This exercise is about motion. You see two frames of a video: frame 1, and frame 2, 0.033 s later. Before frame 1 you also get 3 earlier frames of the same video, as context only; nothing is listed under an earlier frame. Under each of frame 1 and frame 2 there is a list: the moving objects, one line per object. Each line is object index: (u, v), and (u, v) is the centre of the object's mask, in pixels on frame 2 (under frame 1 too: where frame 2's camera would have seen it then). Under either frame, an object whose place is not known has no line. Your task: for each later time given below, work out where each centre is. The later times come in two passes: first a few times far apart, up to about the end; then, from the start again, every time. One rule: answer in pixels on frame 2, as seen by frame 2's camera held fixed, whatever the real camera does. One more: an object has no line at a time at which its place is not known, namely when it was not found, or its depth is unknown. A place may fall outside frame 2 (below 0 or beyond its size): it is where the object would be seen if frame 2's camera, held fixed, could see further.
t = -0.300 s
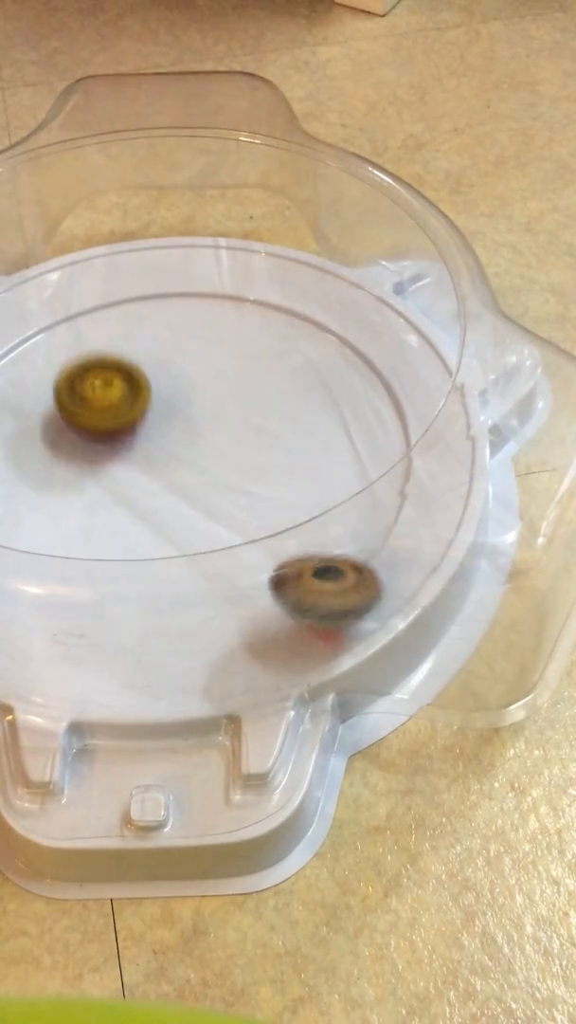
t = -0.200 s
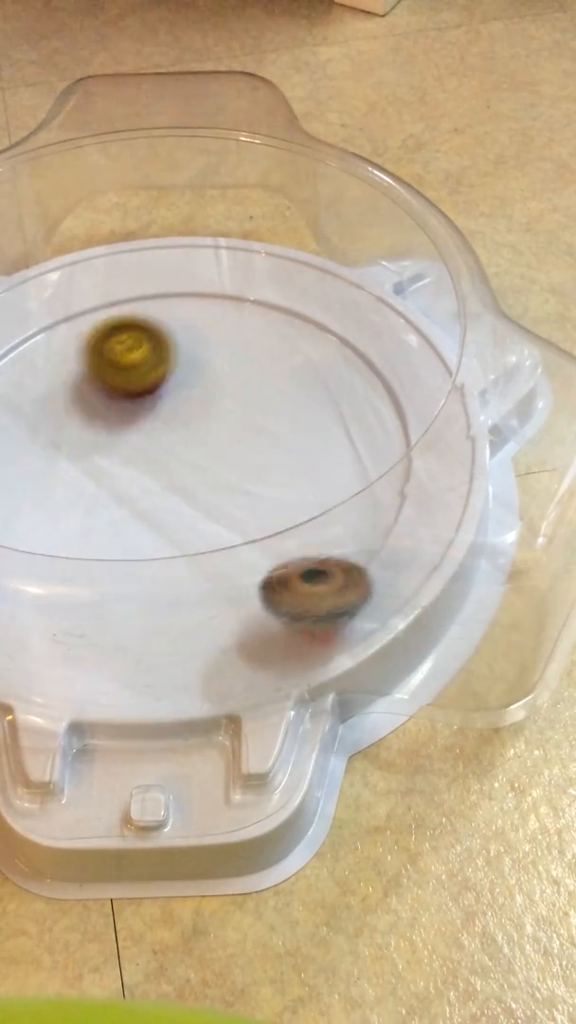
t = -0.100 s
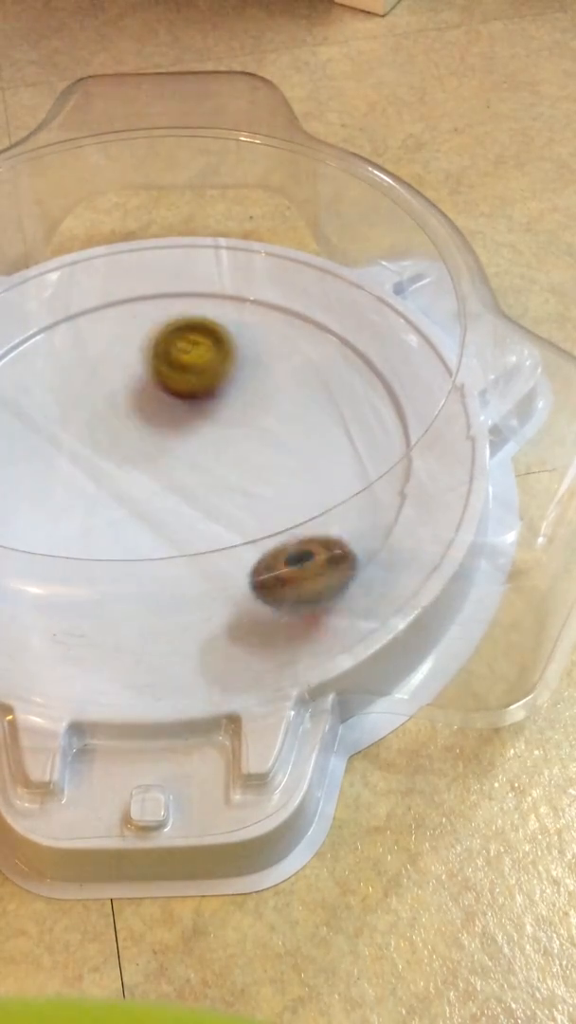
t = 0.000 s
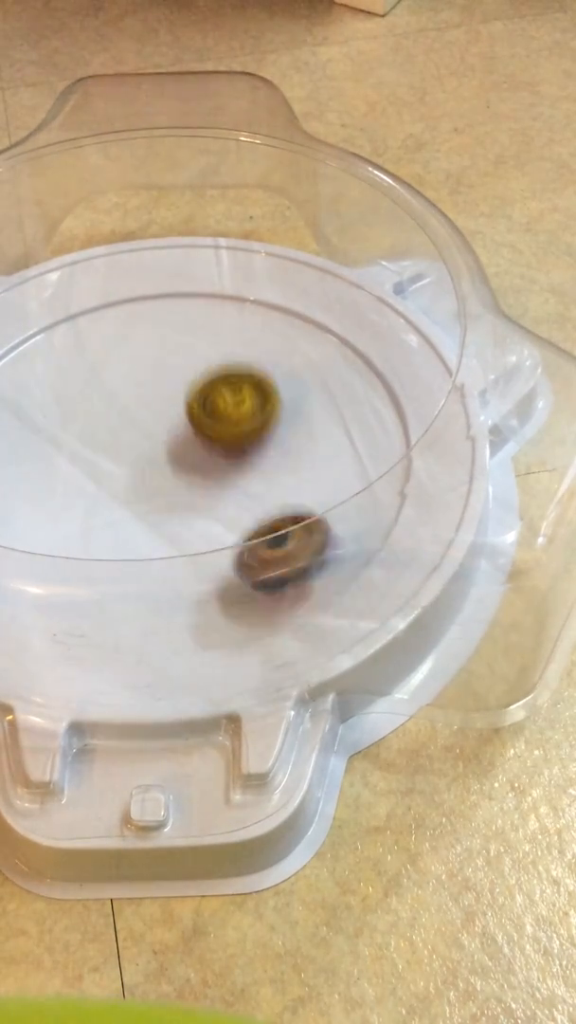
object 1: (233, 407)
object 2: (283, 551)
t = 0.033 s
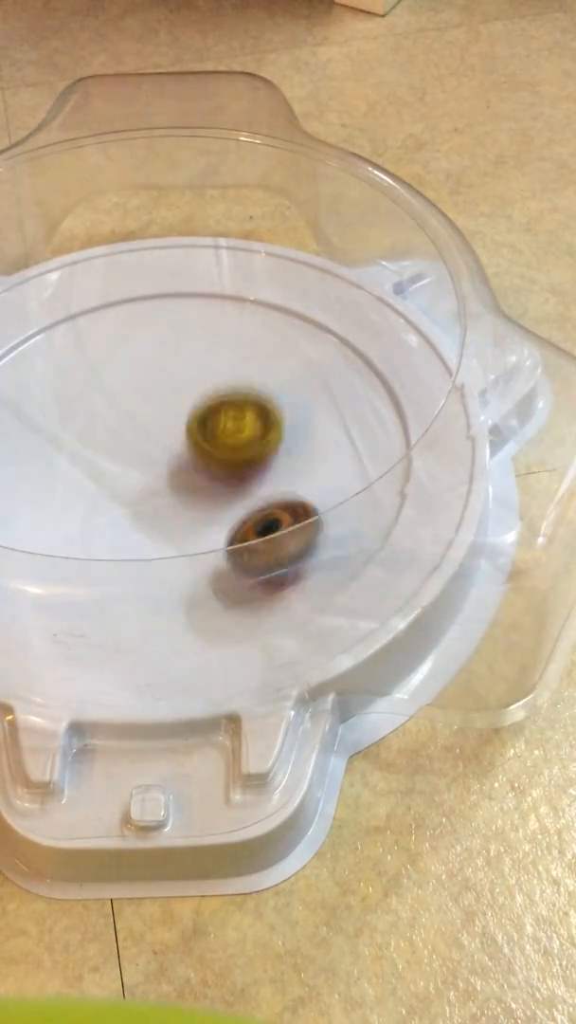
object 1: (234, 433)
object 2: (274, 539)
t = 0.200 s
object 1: (71, 421)
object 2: (326, 533)
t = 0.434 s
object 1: (69, 313)
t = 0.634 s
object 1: (178, 358)
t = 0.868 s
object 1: (132, 474)
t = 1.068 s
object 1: (69, 480)
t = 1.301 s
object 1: (165, 497)
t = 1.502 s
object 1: (183, 535)
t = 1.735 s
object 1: (169, 485)
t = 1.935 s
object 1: (253, 434)
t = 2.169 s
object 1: (302, 420)
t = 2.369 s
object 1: (279, 399)
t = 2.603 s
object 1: (255, 366)
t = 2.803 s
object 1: (199, 374)
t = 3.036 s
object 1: (126, 376)
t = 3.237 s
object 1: (109, 393)
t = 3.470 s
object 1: (94, 447)
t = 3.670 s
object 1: (101, 477)
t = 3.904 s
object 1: (128, 497)
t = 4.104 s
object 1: (133, 492)
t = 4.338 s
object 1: (131, 472)
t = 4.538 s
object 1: (174, 446)
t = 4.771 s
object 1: (165, 458)
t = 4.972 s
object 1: (158, 451)
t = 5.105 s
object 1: (154, 450)
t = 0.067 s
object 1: (228, 455)
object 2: (269, 528)
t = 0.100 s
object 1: (189, 457)
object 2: (285, 533)
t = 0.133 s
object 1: (143, 450)
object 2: (304, 532)
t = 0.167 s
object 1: (103, 436)
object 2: (318, 534)
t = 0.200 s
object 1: (71, 421)
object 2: (326, 533)
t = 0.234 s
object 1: (47, 401)
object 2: (328, 526)
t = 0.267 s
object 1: (34, 379)
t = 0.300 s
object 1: (27, 353)
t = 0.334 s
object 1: (26, 331)
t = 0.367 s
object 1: (30, 315)
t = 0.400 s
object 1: (46, 315)
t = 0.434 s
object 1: (69, 313)
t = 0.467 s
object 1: (92, 316)
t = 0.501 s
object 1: (116, 317)
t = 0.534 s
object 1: (137, 322)
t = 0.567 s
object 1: (156, 331)
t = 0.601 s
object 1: (169, 343)
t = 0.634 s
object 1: (178, 358)
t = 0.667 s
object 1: (182, 376)
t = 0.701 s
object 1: (180, 394)
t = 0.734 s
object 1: (182, 411)
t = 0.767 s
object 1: (179, 428)
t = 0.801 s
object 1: (170, 444)
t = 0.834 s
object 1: (153, 461)
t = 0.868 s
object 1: (132, 474)
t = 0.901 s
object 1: (107, 482)
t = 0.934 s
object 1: (81, 484)
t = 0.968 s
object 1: (57, 481)
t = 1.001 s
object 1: (49, 477)
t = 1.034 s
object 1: (59, 480)
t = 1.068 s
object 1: (69, 480)
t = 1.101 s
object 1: (84, 479)
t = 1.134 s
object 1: (98, 481)
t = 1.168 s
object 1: (112, 482)
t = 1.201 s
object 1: (126, 485)
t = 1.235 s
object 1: (141, 488)
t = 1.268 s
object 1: (154, 492)
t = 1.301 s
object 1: (165, 497)
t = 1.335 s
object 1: (174, 504)
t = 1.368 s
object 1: (180, 511)
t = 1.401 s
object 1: (184, 515)
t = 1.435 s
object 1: (187, 524)
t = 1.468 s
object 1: (186, 531)
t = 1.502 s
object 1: (183, 535)
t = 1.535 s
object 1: (178, 537)
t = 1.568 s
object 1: (171, 536)
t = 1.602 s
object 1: (165, 531)
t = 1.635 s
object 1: (160, 520)
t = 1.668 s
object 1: (160, 511)
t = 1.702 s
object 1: (163, 498)
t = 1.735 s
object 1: (169, 485)
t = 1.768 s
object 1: (177, 473)
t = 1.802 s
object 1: (188, 461)
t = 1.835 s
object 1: (202, 451)
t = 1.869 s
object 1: (218, 443)
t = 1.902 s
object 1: (237, 437)
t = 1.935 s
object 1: (253, 434)
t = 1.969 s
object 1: (267, 434)
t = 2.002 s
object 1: (278, 437)
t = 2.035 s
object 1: (288, 438)
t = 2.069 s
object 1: (295, 433)
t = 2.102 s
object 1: (299, 429)
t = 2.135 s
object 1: (301, 423)
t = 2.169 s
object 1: (302, 420)
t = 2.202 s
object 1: (300, 417)
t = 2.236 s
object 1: (297, 416)
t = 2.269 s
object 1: (292, 415)
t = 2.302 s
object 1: (285, 413)
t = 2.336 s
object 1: (281, 406)
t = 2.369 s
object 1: (279, 399)
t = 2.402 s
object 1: (277, 391)
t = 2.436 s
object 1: (273, 384)
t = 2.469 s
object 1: (270, 378)
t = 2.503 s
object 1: (267, 373)
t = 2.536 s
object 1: (263, 370)
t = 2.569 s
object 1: (259, 367)
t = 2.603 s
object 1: (255, 366)
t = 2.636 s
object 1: (249, 365)
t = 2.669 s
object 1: (241, 367)
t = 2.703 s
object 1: (232, 368)
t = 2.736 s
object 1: (223, 370)
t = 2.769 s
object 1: (211, 372)
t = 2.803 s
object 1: (199, 374)
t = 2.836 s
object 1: (188, 375)
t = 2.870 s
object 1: (176, 377)
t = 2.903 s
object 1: (164, 379)
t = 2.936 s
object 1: (153, 379)
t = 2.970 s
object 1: (142, 378)
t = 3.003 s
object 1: (133, 377)
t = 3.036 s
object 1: (126, 376)
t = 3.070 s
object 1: (120, 376)
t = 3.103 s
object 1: (116, 376)
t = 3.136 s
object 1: (114, 378)
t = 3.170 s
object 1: (111, 382)
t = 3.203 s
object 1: (110, 387)
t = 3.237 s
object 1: (109, 393)
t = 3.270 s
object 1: (109, 400)
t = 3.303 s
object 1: (108, 407)
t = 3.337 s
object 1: (106, 415)
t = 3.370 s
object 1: (103, 423)
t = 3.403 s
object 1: (99, 432)
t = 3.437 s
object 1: (96, 440)
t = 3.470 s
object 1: (94, 447)
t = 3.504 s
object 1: (94, 453)
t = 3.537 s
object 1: (95, 457)
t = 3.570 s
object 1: (97, 462)
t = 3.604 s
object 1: (98, 467)
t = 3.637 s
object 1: (100, 472)
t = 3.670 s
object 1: (101, 477)
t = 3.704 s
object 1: (103, 481)
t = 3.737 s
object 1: (106, 485)
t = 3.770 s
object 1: (110, 488)
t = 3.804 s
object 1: (114, 491)
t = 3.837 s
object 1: (120, 493)
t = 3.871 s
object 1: (125, 494)
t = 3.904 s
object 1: (128, 497)
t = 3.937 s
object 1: (126, 499)
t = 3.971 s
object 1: (125, 500)
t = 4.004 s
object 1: (125, 500)
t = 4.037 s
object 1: (127, 498)
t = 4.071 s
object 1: (130, 496)
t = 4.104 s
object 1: (133, 492)
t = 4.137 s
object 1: (138, 488)
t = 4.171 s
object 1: (146, 484)
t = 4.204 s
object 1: (144, 483)
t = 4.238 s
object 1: (138, 483)
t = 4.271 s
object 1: (134, 480)
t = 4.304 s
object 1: (132, 477)
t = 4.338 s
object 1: (131, 472)
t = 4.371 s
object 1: (133, 467)
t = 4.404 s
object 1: (136, 462)
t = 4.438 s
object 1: (142, 457)
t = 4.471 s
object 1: (151, 452)
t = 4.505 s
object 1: (162, 448)
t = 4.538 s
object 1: (174, 446)
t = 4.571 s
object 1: (176, 447)
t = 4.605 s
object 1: (174, 450)
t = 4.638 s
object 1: (173, 452)
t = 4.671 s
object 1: (171, 454)
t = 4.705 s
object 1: (169, 457)
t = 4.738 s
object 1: (167, 458)
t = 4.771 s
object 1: (165, 458)
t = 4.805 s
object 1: (163, 458)
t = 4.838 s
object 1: (161, 457)
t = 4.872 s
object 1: (160, 456)
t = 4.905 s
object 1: (159, 455)
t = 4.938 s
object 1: (158, 453)
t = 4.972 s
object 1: (158, 451)
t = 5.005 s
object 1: (160, 450)
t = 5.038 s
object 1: (160, 448)
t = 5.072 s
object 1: (162, 448)
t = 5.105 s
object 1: (154, 450)
